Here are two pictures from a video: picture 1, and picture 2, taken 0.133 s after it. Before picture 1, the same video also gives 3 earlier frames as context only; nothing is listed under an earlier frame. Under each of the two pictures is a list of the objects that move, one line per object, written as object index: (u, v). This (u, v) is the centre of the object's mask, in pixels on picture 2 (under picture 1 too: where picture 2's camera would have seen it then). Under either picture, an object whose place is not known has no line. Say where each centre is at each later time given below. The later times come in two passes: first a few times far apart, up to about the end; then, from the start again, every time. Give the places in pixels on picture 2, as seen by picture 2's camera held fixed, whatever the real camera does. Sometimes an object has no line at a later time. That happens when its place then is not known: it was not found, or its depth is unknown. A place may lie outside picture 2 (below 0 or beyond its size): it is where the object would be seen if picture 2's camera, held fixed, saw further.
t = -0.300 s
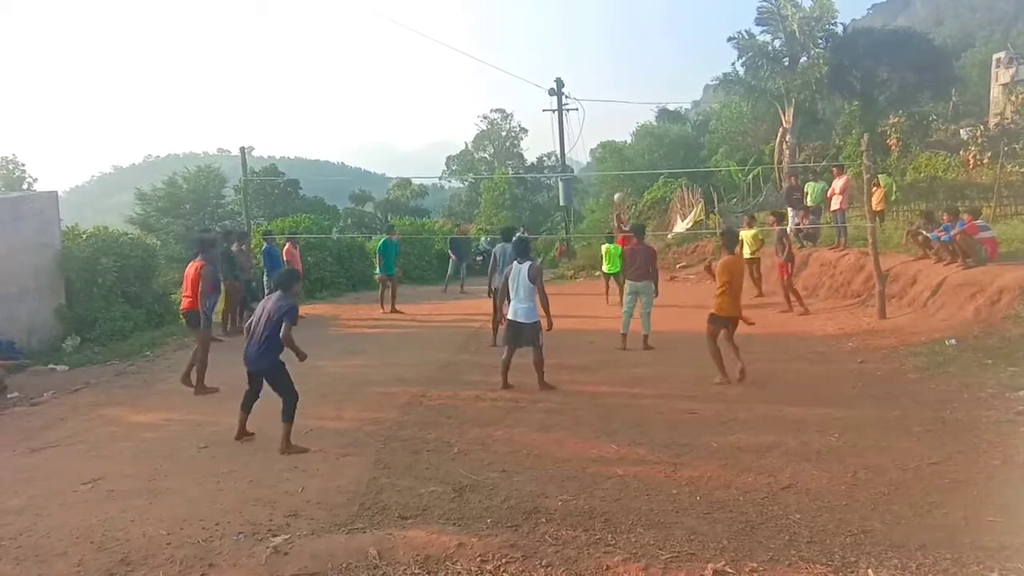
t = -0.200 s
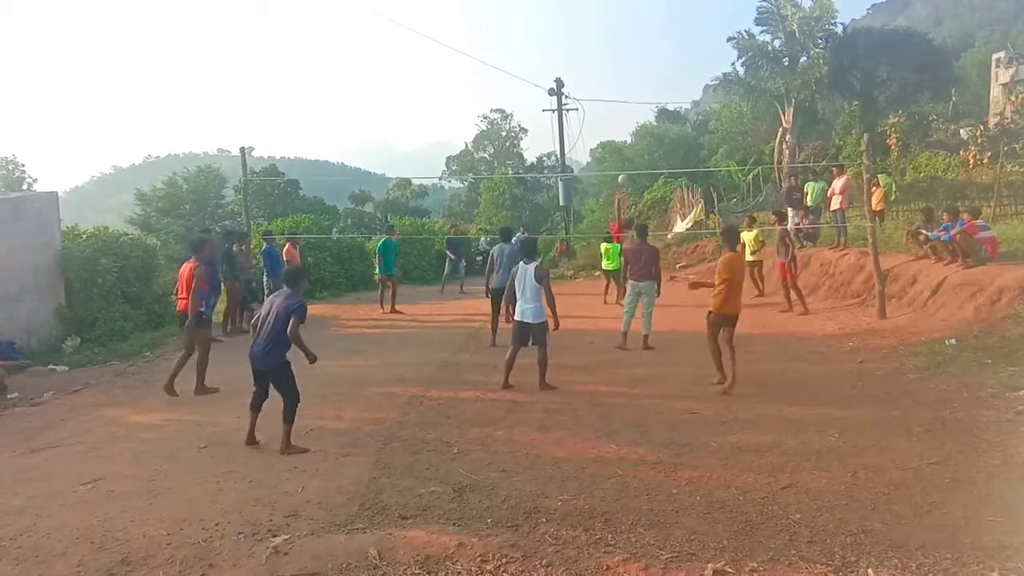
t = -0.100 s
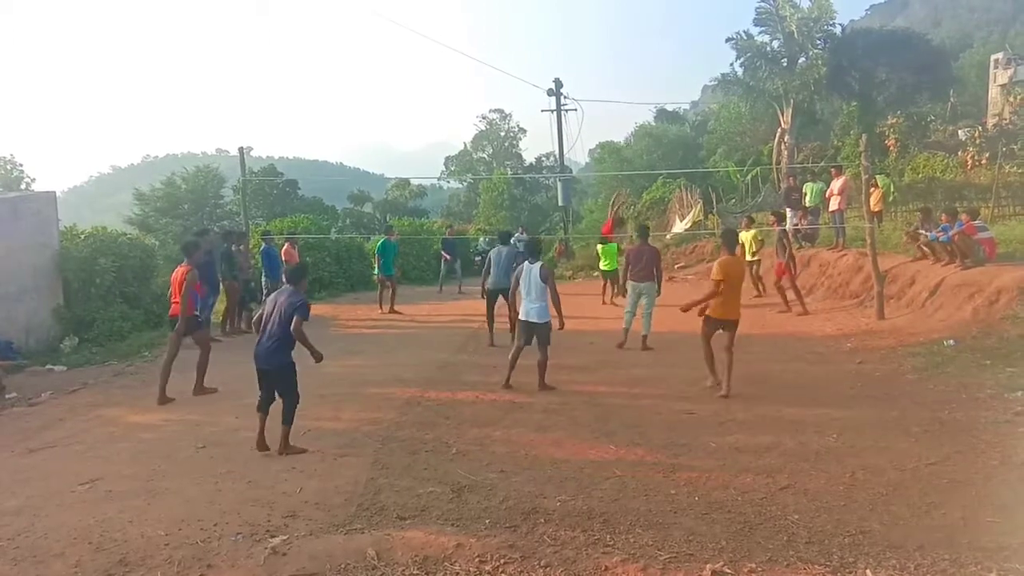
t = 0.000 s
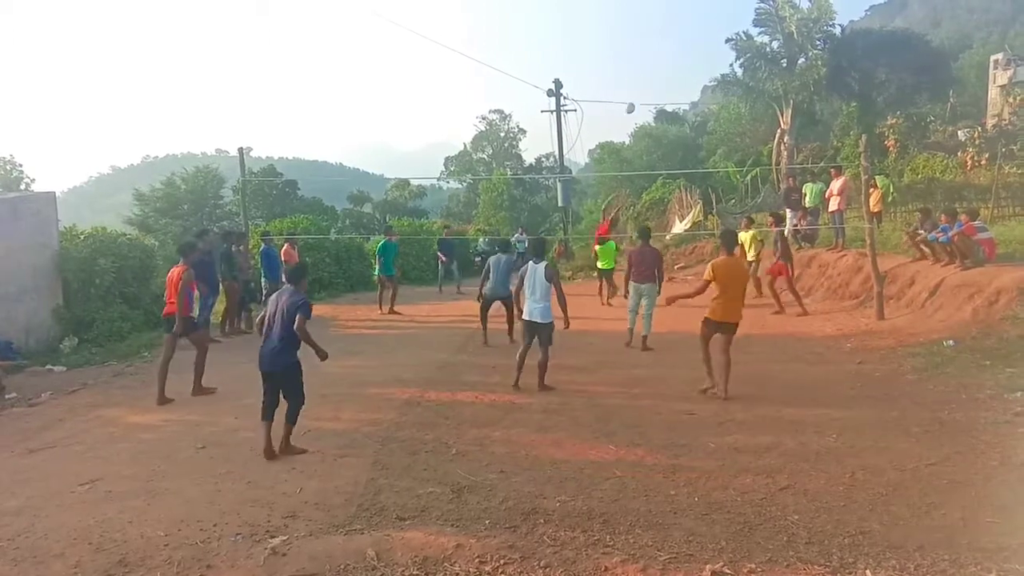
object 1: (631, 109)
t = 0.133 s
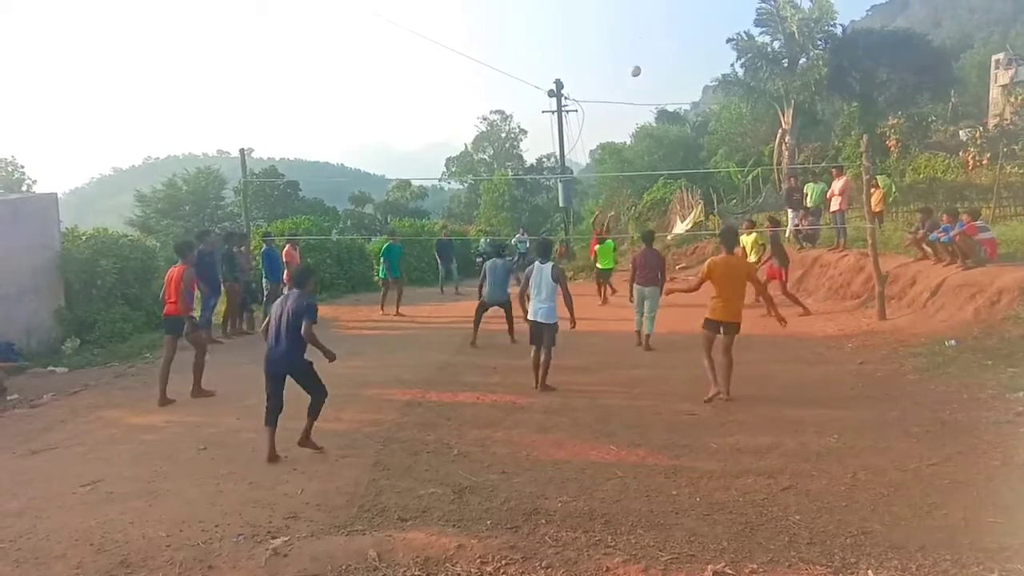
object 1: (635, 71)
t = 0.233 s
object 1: (639, 49)
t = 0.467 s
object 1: (647, 20)
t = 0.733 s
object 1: (656, 23)
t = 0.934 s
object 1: (664, 53)
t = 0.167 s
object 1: (636, 63)
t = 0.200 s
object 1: (638, 56)
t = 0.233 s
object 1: (639, 49)
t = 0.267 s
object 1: (640, 43)
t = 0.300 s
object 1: (641, 38)
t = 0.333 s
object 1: (643, 33)
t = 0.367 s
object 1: (644, 28)
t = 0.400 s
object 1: (645, 25)
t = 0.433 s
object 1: (646, 22)
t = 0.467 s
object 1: (647, 20)
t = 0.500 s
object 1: (649, 18)
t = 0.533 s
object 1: (650, 16)
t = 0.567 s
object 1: (651, 16)
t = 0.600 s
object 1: (652, 16)
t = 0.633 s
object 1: (653, 17)
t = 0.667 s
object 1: (654, 18)
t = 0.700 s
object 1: (655, 20)
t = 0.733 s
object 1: (656, 23)
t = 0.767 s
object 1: (658, 26)
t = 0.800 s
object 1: (660, 30)
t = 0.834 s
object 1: (660, 35)
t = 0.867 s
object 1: (661, 40)
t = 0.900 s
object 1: (663, 46)
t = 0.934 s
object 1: (664, 53)
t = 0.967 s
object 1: (665, 60)
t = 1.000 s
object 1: (666, 68)
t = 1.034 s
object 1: (668, 76)
